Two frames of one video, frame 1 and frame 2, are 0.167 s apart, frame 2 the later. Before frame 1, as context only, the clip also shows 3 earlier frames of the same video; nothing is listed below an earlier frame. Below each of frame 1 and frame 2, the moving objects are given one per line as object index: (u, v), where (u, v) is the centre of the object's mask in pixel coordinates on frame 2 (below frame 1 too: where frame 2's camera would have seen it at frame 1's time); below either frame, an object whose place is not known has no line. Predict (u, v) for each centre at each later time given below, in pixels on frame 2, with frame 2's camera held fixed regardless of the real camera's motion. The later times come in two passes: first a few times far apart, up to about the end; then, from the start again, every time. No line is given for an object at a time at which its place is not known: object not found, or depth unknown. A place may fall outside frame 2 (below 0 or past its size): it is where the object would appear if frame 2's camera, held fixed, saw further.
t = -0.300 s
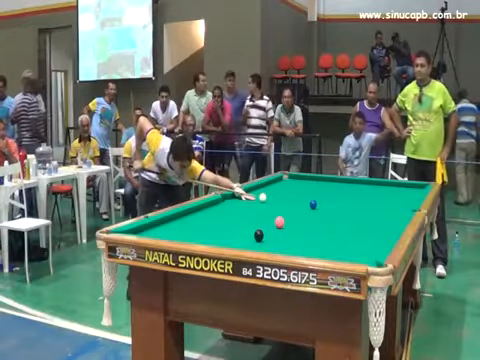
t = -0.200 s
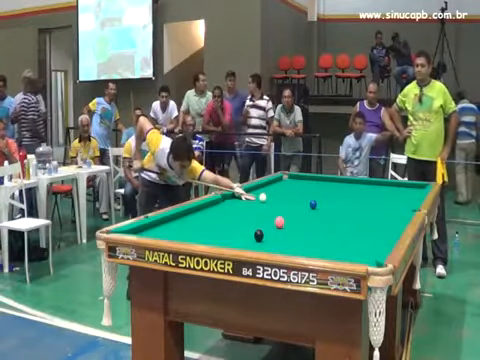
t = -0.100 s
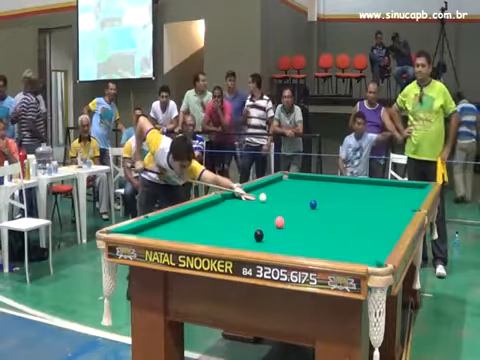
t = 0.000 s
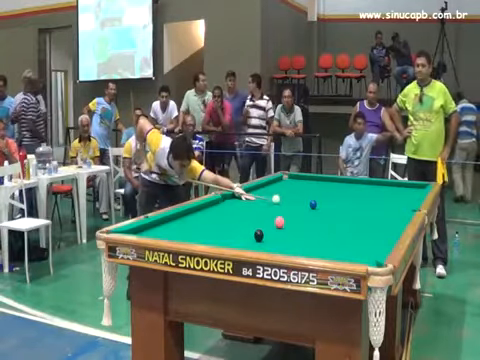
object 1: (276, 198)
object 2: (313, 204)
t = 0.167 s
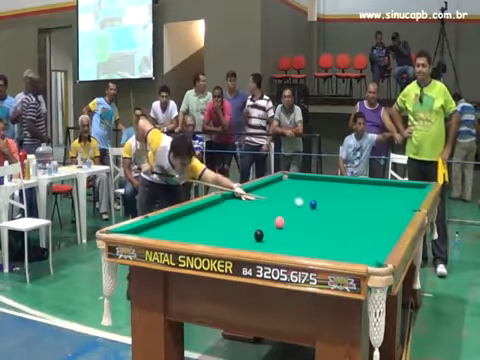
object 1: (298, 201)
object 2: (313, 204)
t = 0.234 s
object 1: (305, 202)
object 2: (315, 205)
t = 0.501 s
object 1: (311, 203)
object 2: (340, 207)
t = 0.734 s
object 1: (318, 204)
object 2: (361, 209)
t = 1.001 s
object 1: (326, 207)
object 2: (383, 211)
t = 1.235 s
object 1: (331, 208)
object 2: (402, 213)
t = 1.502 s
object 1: (336, 209)
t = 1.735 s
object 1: (340, 210)
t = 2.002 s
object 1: (344, 211)
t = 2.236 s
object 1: (346, 211)
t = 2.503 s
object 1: (348, 211)
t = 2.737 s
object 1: (349, 212)
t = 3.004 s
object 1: (349, 212)
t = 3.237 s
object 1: (349, 212)
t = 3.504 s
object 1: (349, 212)
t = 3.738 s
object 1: (349, 212)
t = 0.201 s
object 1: (303, 202)
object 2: (313, 204)
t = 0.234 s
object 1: (305, 202)
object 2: (315, 205)
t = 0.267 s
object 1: (306, 202)
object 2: (318, 205)
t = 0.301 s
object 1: (307, 202)
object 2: (322, 205)
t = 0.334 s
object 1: (308, 203)
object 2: (325, 206)
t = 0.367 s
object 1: (308, 203)
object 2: (328, 206)
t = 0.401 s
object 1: (309, 203)
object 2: (332, 206)
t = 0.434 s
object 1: (310, 203)
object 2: (334, 206)
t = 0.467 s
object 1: (311, 203)
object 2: (337, 206)
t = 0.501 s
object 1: (311, 203)
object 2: (340, 207)
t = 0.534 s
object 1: (313, 204)
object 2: (343, 207)
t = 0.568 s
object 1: (313, 204)
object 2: (346, 207)
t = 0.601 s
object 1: (315, 204)
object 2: (349, 207)
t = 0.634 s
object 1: (316, 204)
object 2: (352, 208)
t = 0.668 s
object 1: (316, 204)
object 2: (355, 208)
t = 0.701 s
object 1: (318, 204)
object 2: (357, 208)
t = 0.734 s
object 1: (318, 204)
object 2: (361, 209)
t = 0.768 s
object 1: (320, 205)
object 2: (363, 209)
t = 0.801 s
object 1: (321, 205)
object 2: (366, 210)
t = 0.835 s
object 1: (321, 205)
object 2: (369, 210)
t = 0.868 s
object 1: (323, 206)
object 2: (371, 210)
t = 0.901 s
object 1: (323, 206)
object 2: (375, 210)
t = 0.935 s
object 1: (324, 206)
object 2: (376, 210)
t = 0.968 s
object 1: (325, 206)
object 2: (380, 211)
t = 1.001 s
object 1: (326, 207)
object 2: (383, 211)
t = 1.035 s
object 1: (326, 206)
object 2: (385, 212)
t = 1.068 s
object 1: (327, 207)
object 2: (388, 212)
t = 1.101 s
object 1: (328, 207)
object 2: (391, 212)
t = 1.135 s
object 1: (329, 207)
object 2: (394, 213)
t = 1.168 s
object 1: (329, 208)
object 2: (396, 213)
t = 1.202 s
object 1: (330, 208)
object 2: (399, 213)
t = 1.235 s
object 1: (331, 208)
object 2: (402, 213)
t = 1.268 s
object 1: (331, 208)
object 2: (403, 213)
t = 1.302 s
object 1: (332, 208)
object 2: (402, 214)
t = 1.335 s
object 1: (333, 208)
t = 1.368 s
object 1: (333, 209)
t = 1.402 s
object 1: (334, 209)
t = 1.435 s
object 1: (335, 209)
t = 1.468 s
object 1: (336, 209)
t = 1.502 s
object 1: (336, 209)
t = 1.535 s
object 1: (337, 209)
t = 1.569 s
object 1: (338, 210)
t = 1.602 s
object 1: (338, 210)
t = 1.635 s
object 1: (339, 210)
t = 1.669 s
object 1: (339, 210)
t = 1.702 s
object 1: (340, 210)
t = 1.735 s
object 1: (340, 210)
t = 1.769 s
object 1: (341, 210)
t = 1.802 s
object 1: (341, 210)
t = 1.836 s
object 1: (342, 210)
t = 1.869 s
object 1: (342, 211)
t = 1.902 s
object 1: (342, 211)
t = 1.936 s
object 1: (343, 211)
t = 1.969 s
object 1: (343, 211)
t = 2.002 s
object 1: (344, 211)
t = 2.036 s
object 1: (344, 211)
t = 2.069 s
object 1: (344, 211)
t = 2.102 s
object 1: (345, 211)
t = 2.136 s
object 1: (345, 211)
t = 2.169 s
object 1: (346, 211)
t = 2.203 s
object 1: (346, 211)
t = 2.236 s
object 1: (346, 211)
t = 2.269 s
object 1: (347, 211)
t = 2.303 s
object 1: (347, 211)
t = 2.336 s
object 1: (347, 211)
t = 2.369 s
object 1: (347, 211)
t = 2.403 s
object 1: (348, 211)
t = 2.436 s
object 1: (348, 211)
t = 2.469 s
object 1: (348, 211)
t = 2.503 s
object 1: (348, 211)
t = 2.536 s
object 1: (349, 212)
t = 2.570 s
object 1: (349, 212)
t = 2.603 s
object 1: (349, 212)
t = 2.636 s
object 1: (349, 212)
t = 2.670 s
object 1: (349, 212)
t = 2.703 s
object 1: (350, 212)
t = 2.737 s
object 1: (349, 212)
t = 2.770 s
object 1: (349, 212)
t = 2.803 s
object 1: (349, 212)
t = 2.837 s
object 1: (349, 212)
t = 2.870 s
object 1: (349, 212)
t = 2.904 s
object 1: (349, 212)
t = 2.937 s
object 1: (349, 212)
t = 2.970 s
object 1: (349, 212)
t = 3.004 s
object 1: (349, 212)
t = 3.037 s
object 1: (349, 212)
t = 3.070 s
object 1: (349, 212)
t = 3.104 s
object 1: (349, 212)
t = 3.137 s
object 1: (349, 212)
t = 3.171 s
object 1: (349, 212)
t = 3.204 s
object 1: (349, 212)
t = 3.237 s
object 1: (349, 212)
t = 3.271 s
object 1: (349, 212)
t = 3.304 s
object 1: (349, 212)
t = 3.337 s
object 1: (349, 212)
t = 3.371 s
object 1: (349, 212)
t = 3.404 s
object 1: (349, 212)
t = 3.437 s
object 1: (349, 212)
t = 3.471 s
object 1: (349, 212)
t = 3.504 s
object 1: (349, 212)
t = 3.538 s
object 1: (349, 212)
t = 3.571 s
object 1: (349, 212)
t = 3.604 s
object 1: (349, 212)
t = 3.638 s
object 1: (349, 212)
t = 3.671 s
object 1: (349, 212)
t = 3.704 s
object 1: (349, 212)
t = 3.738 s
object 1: (349, 212)
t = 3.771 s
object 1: (349, 212)
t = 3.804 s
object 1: (349, 212)
